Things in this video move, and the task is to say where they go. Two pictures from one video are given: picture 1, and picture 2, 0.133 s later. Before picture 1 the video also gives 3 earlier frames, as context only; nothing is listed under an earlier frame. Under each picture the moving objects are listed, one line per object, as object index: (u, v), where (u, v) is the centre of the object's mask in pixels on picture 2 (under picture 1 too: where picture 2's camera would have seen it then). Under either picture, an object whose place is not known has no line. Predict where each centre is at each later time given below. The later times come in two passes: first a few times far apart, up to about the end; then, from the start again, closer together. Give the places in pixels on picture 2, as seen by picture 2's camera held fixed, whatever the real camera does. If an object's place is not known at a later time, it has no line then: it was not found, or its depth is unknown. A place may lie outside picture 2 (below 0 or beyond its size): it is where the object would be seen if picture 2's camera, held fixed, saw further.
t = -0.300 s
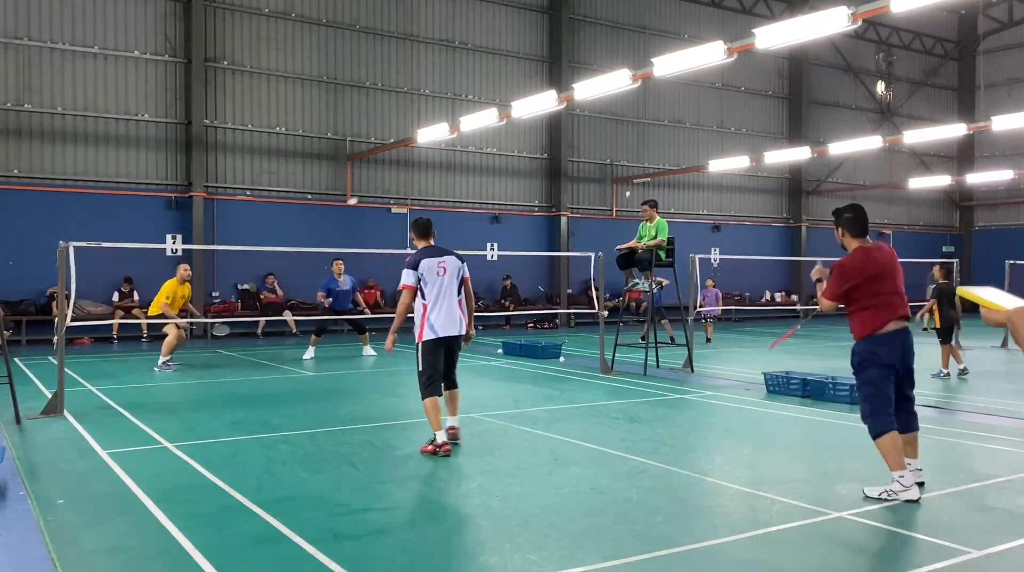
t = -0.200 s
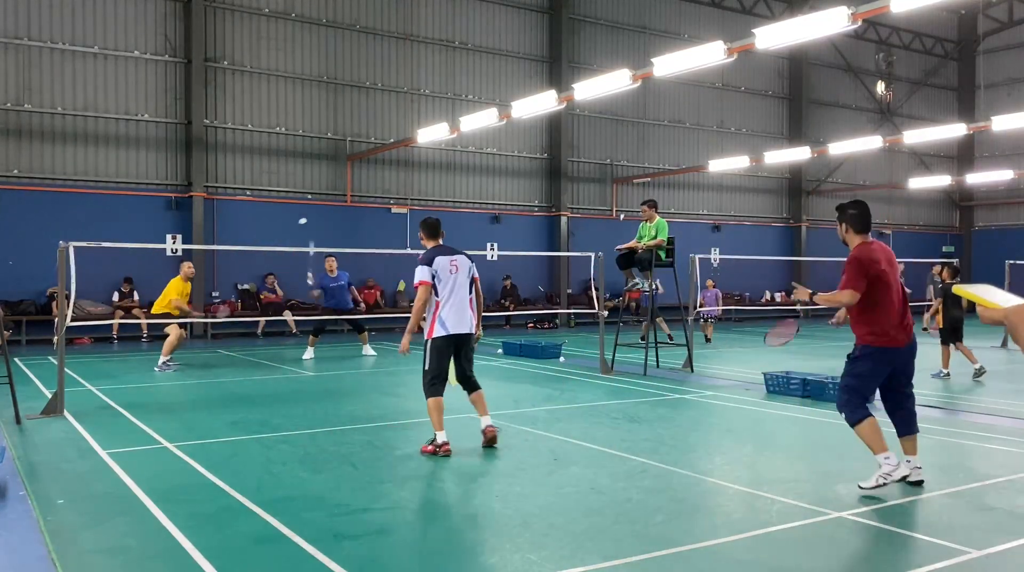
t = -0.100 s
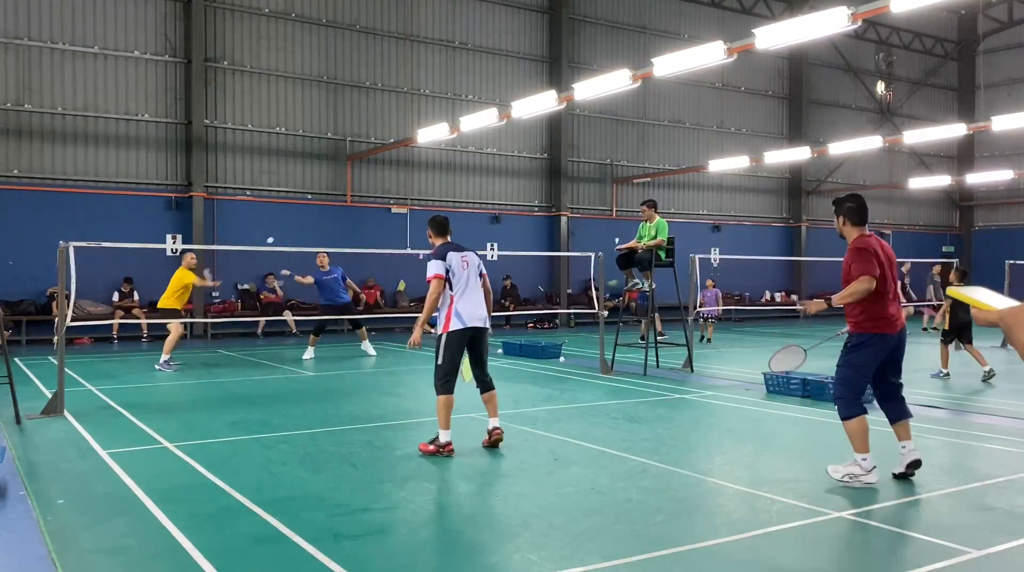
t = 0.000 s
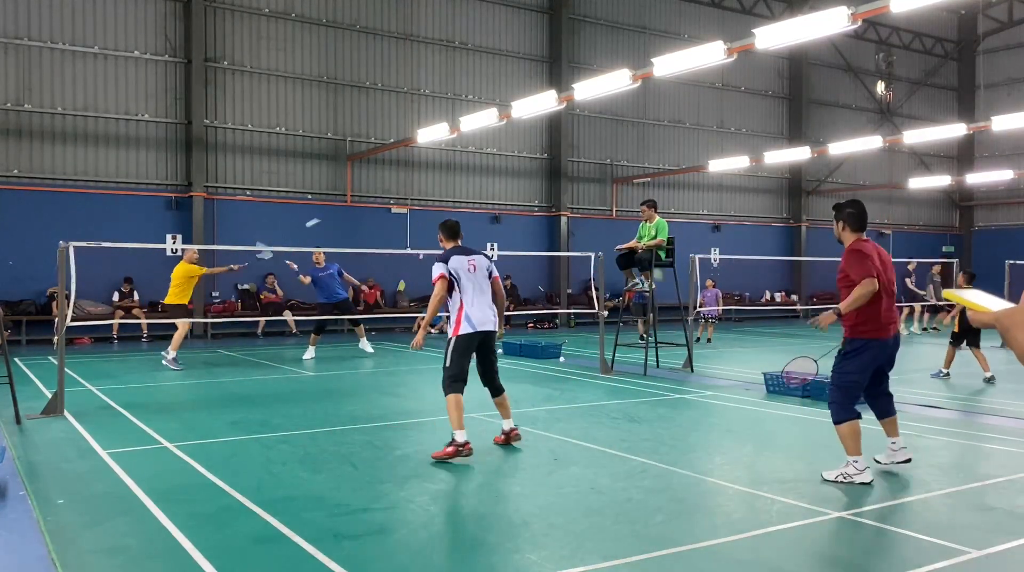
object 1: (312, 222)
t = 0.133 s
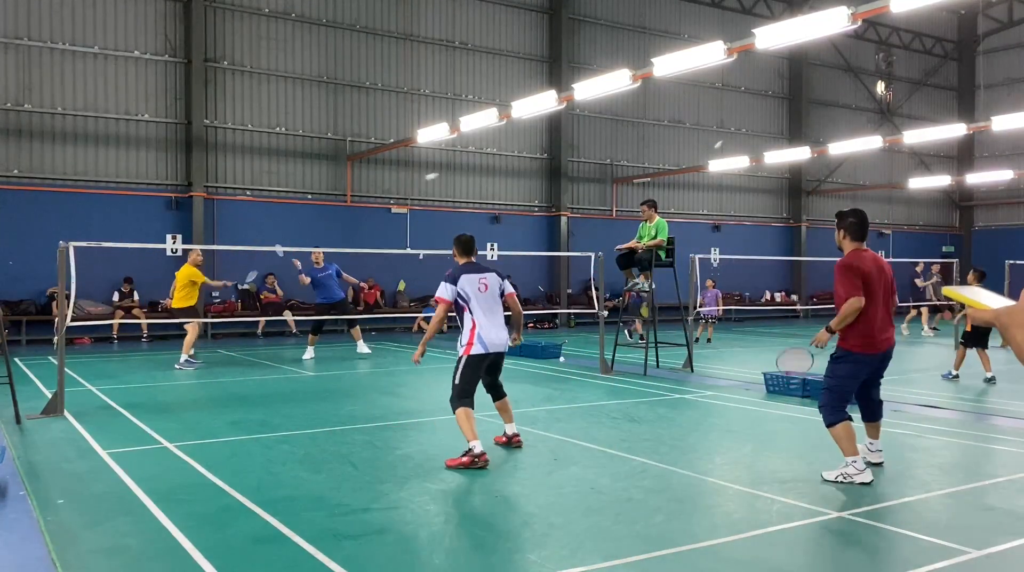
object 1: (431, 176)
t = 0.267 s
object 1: (525, 151)
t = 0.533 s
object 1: (684, 156)
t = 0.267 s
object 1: (525, 151)
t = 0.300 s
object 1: (546, 149)
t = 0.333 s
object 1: (567, 146)
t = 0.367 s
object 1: (587, 145)
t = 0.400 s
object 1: (607, 145)
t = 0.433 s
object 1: (627, 146)
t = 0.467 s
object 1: (646, 148)
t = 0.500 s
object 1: (665, 151)
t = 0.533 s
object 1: (684, 156)
